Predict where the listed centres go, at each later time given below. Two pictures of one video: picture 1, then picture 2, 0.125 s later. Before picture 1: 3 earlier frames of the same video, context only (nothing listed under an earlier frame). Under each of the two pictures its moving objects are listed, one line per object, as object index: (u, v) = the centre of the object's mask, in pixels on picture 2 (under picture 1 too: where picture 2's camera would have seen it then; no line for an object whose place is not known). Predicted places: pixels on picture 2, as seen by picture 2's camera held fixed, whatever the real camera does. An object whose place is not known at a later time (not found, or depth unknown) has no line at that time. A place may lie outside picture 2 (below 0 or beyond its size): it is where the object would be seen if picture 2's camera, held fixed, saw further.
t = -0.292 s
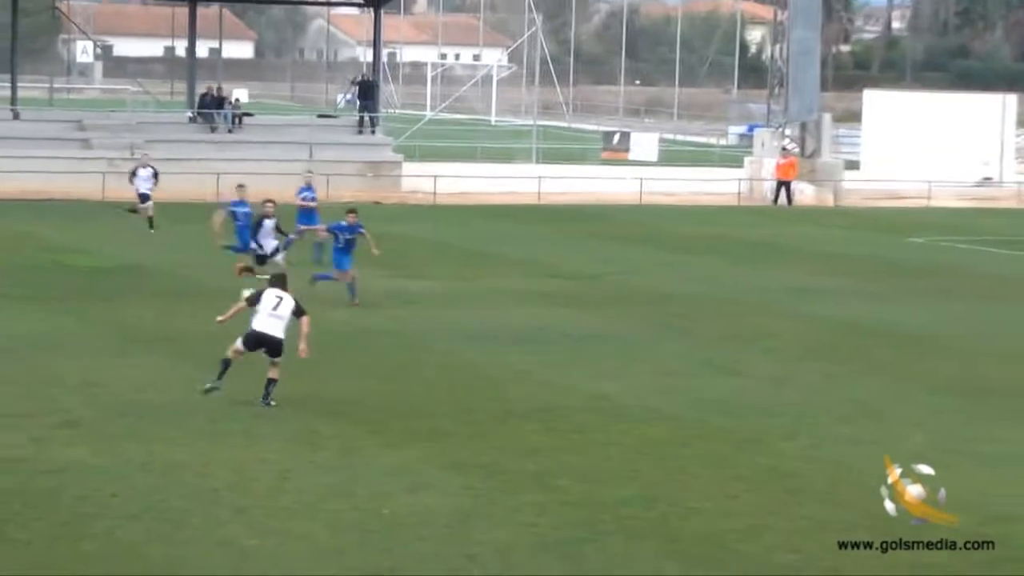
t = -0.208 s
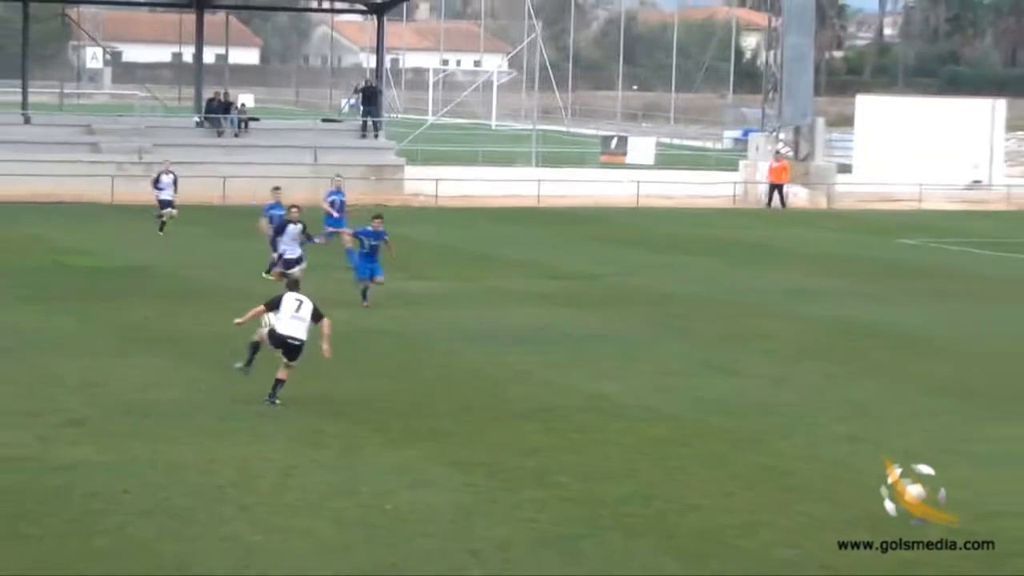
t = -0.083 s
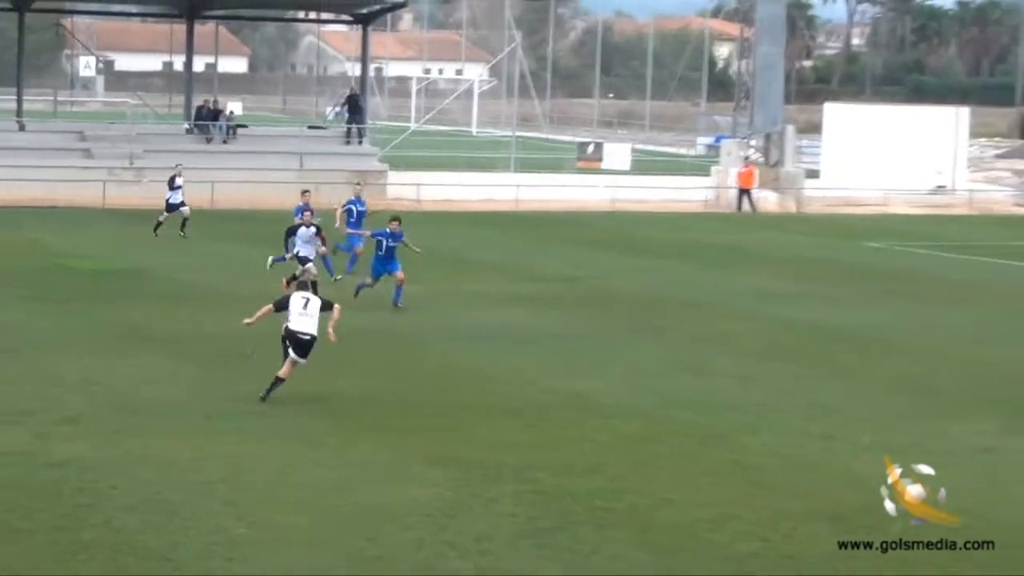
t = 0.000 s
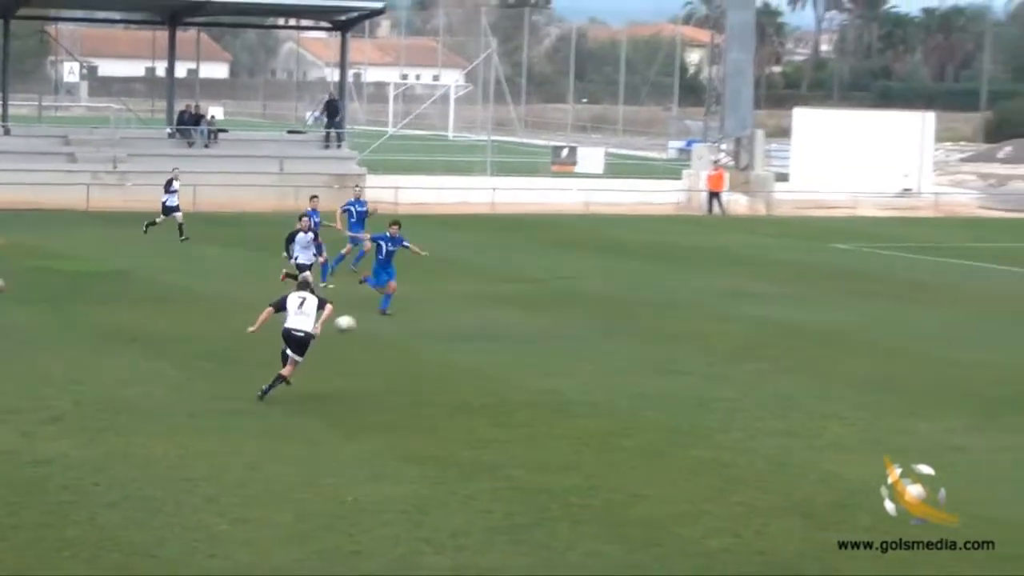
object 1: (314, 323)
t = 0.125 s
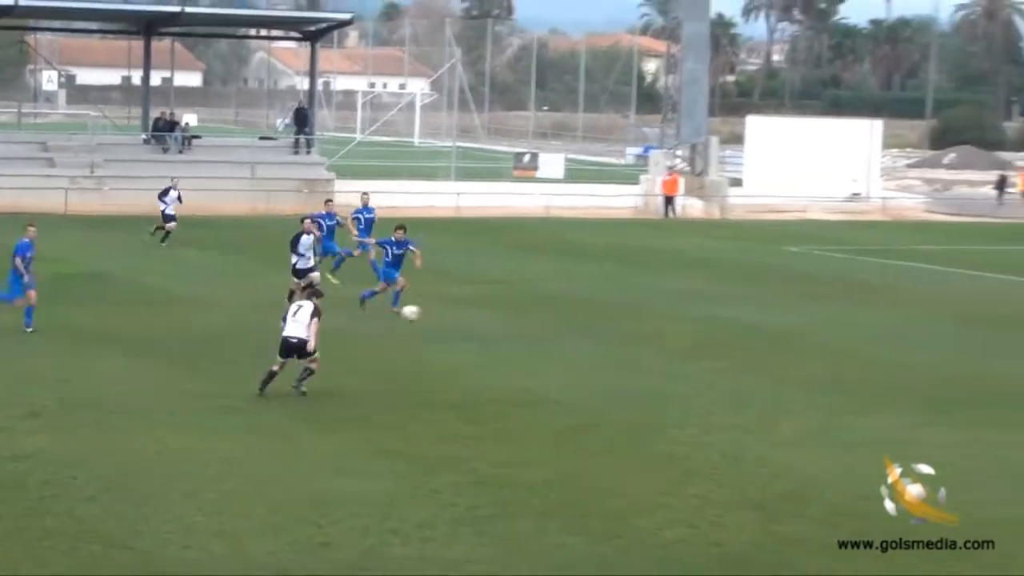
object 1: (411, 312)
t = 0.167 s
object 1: (438, 313)
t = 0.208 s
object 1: (464, 314)
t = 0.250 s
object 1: (490, 317)
